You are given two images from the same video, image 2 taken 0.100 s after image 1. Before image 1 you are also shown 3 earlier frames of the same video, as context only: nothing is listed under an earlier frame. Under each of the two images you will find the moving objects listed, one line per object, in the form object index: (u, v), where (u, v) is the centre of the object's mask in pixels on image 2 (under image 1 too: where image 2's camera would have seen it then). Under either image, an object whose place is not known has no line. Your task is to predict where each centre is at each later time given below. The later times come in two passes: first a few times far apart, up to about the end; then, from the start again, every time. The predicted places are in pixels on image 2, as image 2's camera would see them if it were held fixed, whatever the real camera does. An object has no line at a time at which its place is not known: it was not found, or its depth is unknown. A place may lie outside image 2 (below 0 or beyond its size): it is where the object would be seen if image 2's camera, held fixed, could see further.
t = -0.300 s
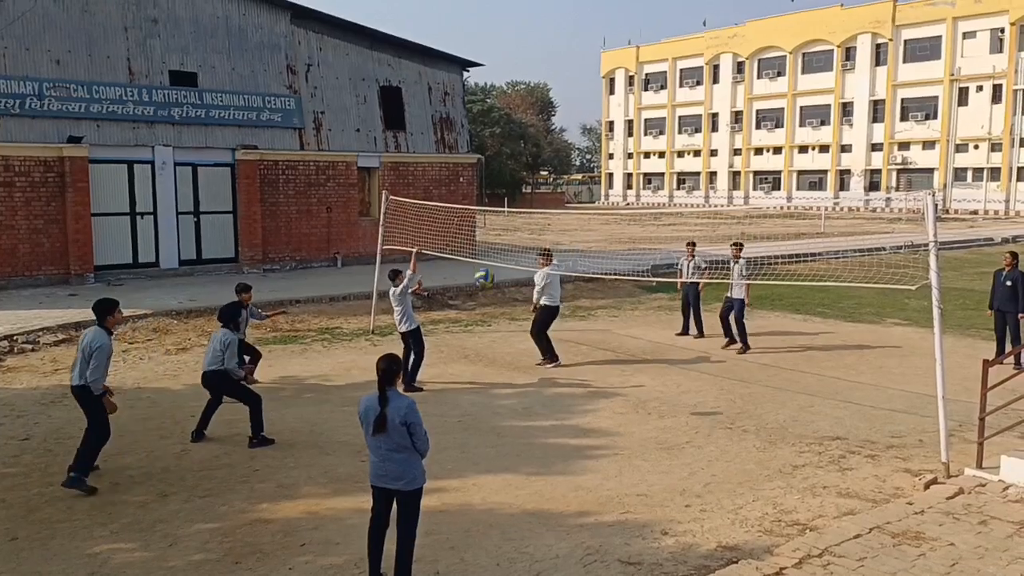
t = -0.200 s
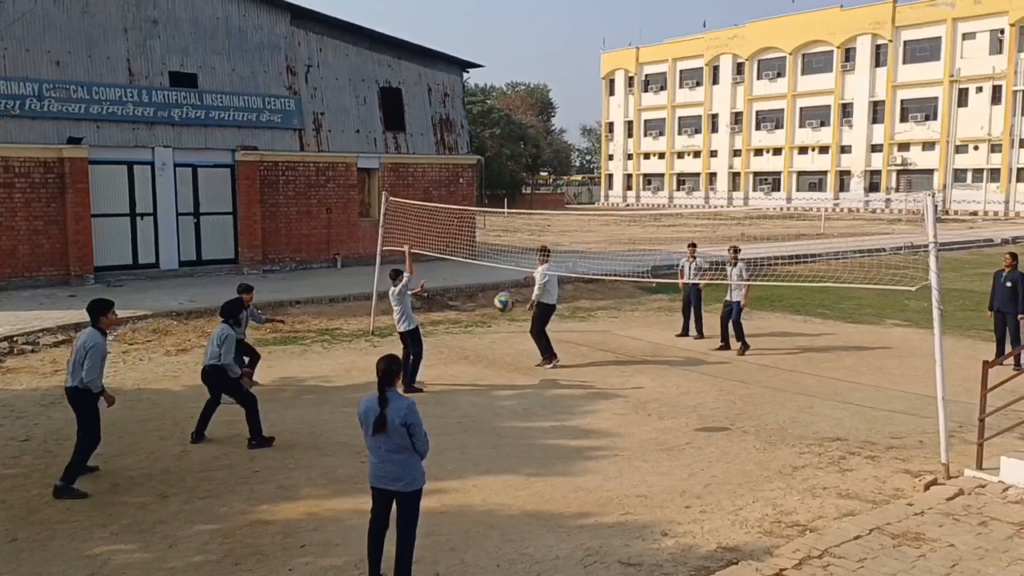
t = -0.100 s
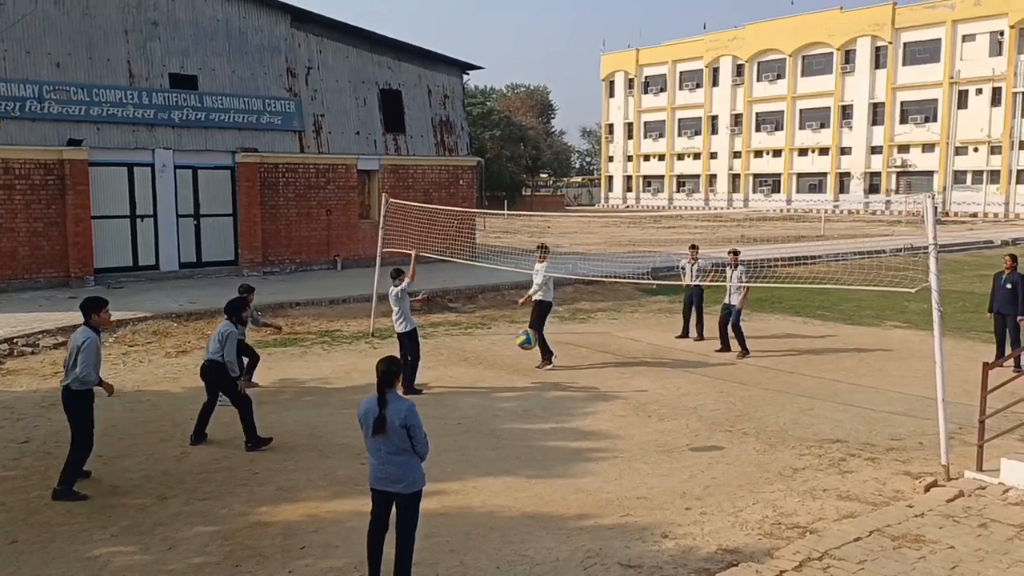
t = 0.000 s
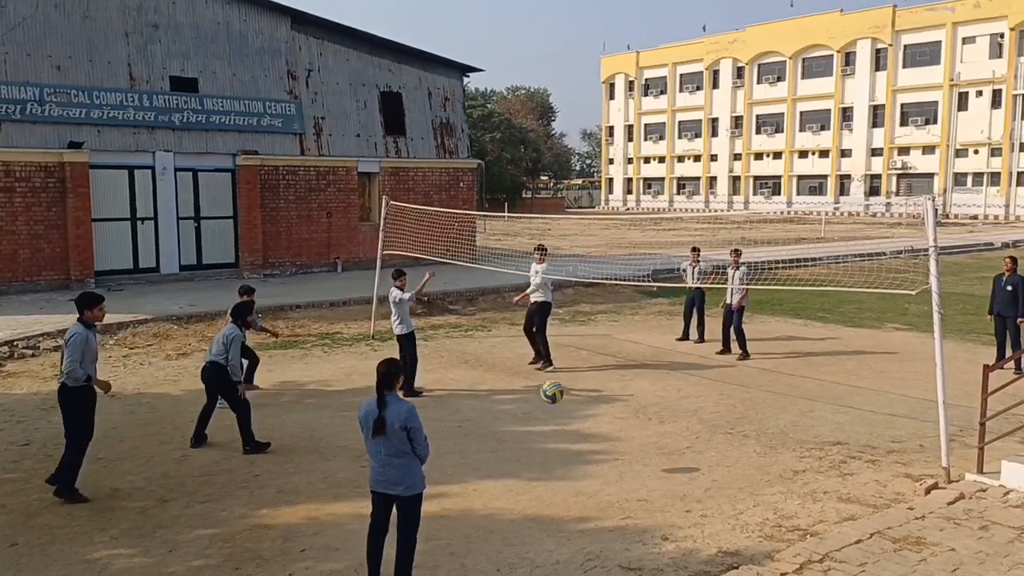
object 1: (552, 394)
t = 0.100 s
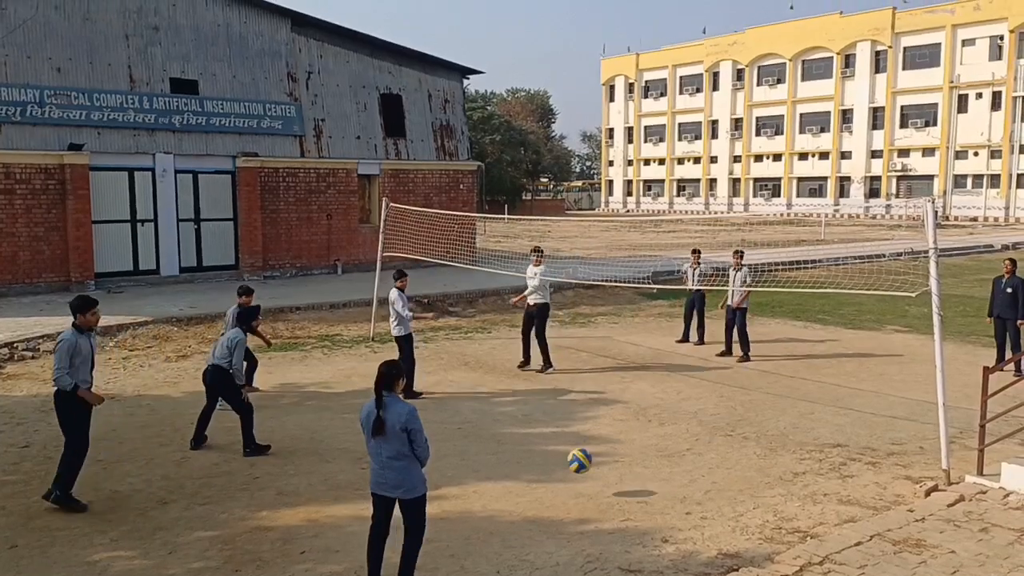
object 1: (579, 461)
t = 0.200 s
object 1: (596, 466)
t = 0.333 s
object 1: (608, 416)
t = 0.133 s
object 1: (590, 488)
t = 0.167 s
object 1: (593, 480)
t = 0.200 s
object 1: (596, 466)
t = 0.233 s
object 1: (599, 452)
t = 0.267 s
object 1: (601, 439)
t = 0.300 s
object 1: (605, 427)
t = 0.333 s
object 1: (608, 416)
